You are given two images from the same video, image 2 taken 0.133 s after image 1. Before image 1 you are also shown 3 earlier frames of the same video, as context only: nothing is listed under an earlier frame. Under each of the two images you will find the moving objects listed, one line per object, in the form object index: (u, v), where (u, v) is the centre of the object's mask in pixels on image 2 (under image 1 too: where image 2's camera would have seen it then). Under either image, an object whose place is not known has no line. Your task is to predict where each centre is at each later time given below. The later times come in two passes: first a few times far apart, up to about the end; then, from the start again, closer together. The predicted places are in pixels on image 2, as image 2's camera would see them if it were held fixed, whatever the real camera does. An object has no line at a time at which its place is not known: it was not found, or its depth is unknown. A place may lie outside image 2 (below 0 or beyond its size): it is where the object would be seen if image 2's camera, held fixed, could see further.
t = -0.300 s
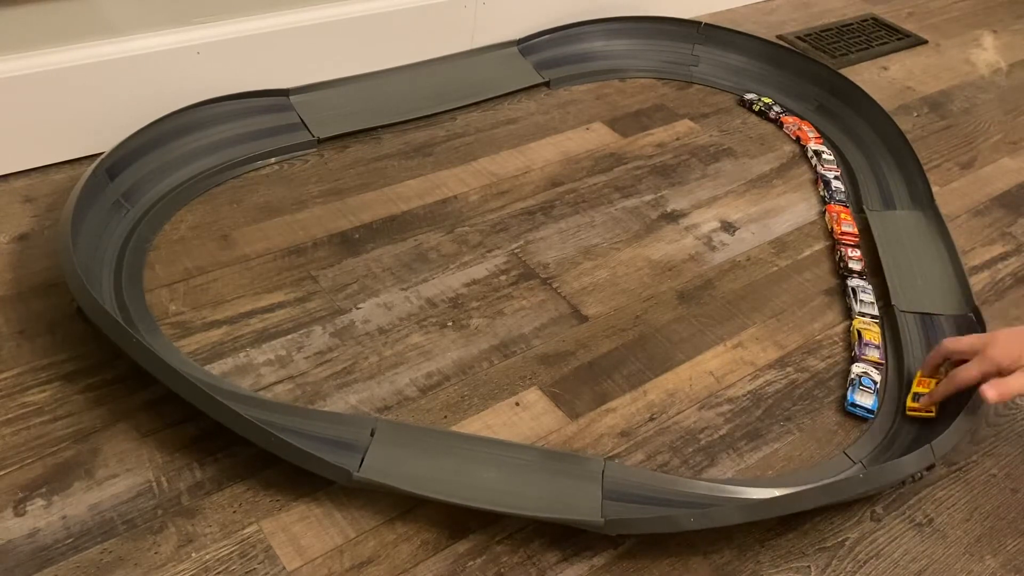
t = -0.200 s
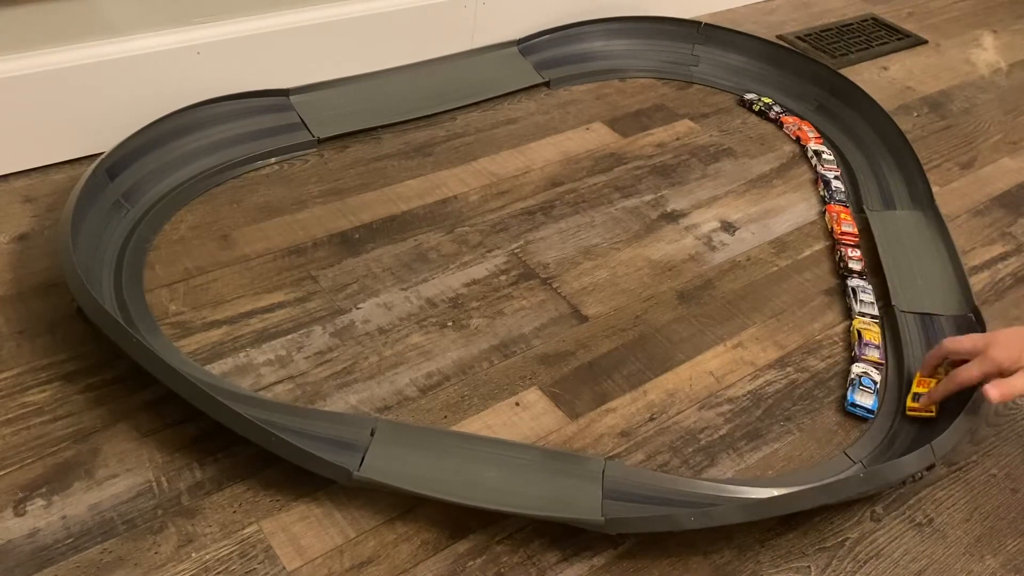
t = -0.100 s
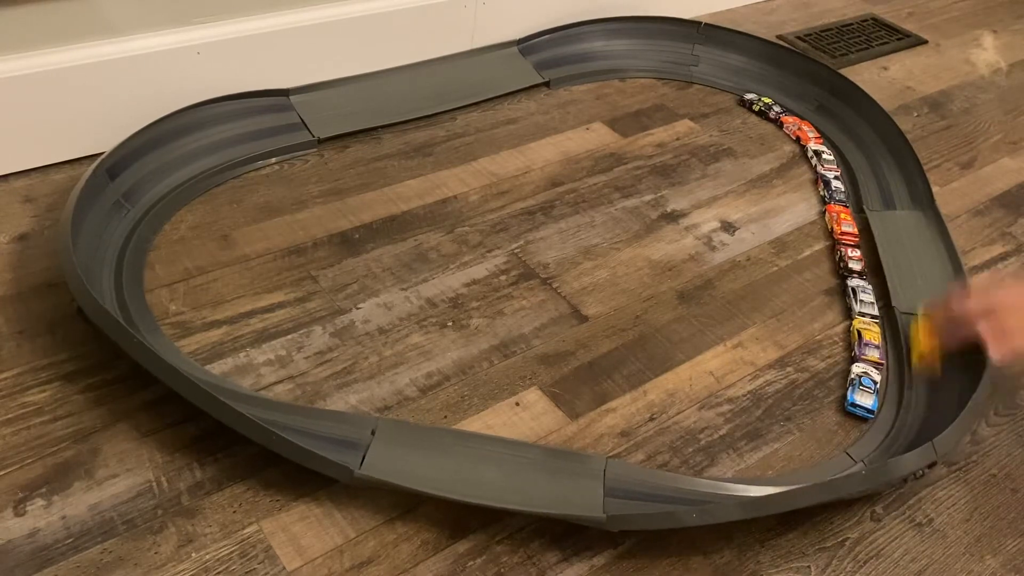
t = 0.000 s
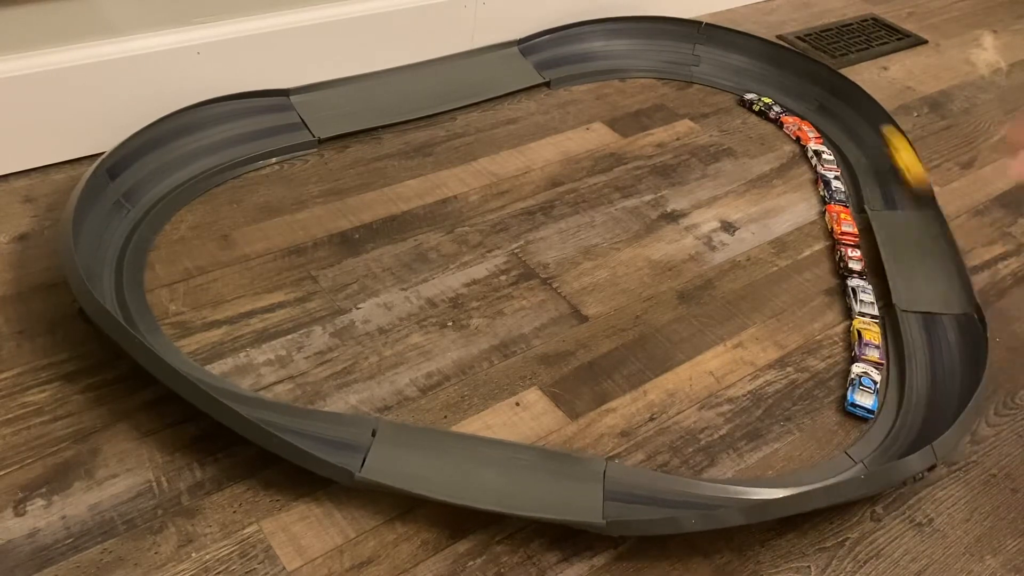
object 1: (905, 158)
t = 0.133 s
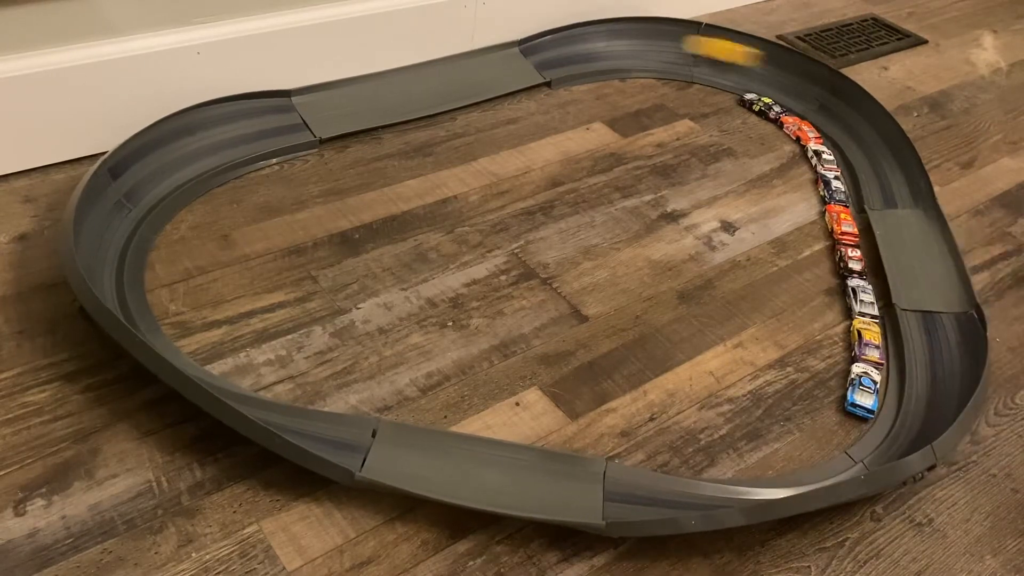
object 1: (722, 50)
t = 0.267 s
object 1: (545, 43)
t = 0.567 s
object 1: (509, 74)
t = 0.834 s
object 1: (503, 80)
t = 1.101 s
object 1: (503, 80)
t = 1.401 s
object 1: (503, 80)
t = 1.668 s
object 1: (503, 80)
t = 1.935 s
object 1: (503, 80)
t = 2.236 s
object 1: (503, 80)
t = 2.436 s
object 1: (503, 80)
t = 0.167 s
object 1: (669, 42)
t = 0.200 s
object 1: (619, 39)
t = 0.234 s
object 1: (569, 44)
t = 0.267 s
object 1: (545, 43)
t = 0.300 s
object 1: (538, 36)
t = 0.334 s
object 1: (528, 35)
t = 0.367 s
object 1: (520, 40)
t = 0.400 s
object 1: (513, 47)
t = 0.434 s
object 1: (511, 53)
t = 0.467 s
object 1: (510, 58)
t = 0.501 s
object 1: (509, 63)
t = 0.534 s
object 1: (509, 69)
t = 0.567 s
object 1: (509, 74)
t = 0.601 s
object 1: (508, 77)
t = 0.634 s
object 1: (505, 78)
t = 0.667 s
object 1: (504, 79)
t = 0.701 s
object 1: (503, 80)
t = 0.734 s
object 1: (503, 79)
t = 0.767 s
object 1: (503, 80)
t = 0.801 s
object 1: (503, 80)
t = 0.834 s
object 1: (503, 80)
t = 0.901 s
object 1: (503, 80)
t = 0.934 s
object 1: (503, 80)
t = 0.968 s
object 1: (503, 80)
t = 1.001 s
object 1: (503, 80)
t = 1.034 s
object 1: (503, 80)
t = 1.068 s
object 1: (503, 80)
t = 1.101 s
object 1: (503, 80)
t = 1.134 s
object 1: (503, 80)
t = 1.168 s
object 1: (503, 80)
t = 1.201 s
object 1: (503, 80)
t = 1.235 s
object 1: (503, 80)
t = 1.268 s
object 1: (503, 80)
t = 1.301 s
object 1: (503, 80)
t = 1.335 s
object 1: (503, 80)
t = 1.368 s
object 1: (503, 80)
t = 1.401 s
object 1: (503, 80)
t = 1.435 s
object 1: (503, 80)
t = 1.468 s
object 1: (503, 80)
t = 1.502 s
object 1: (503, 80)
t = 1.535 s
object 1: (503, 80)
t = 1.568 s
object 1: (503, 80)
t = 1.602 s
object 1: (503, 80)
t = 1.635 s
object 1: (503, 80)
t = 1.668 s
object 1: (503, 80)
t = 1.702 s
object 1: (503, 80)
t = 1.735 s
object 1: (503, 80)
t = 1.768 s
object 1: (503, 80)
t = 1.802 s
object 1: (503, 80)
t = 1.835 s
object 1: (503, 80)
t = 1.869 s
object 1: (503, 80)
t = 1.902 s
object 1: (503, 80)
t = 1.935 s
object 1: (503, 80)
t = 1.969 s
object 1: (503, 80)
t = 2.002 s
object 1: (503, 80)
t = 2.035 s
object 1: (503, 80)
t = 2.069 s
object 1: (503, 80)
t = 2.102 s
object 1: (503, 80)
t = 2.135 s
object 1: (503, 80)
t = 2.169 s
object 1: (503, 80)
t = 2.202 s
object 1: (503, 80)
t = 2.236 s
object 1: (503, 80)
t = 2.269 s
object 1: (503, 80)
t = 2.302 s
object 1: (503, 80)
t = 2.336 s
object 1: (503, 80)
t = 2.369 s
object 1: (503, 80)
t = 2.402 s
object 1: (503, 80)
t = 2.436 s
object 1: (503, 80)
